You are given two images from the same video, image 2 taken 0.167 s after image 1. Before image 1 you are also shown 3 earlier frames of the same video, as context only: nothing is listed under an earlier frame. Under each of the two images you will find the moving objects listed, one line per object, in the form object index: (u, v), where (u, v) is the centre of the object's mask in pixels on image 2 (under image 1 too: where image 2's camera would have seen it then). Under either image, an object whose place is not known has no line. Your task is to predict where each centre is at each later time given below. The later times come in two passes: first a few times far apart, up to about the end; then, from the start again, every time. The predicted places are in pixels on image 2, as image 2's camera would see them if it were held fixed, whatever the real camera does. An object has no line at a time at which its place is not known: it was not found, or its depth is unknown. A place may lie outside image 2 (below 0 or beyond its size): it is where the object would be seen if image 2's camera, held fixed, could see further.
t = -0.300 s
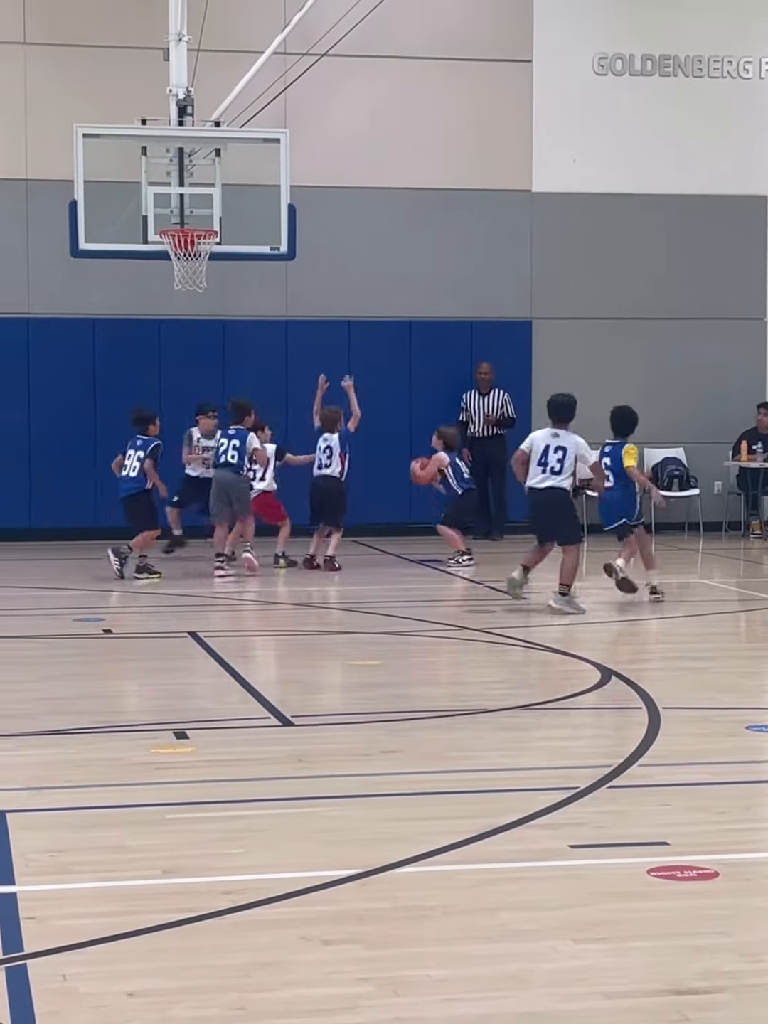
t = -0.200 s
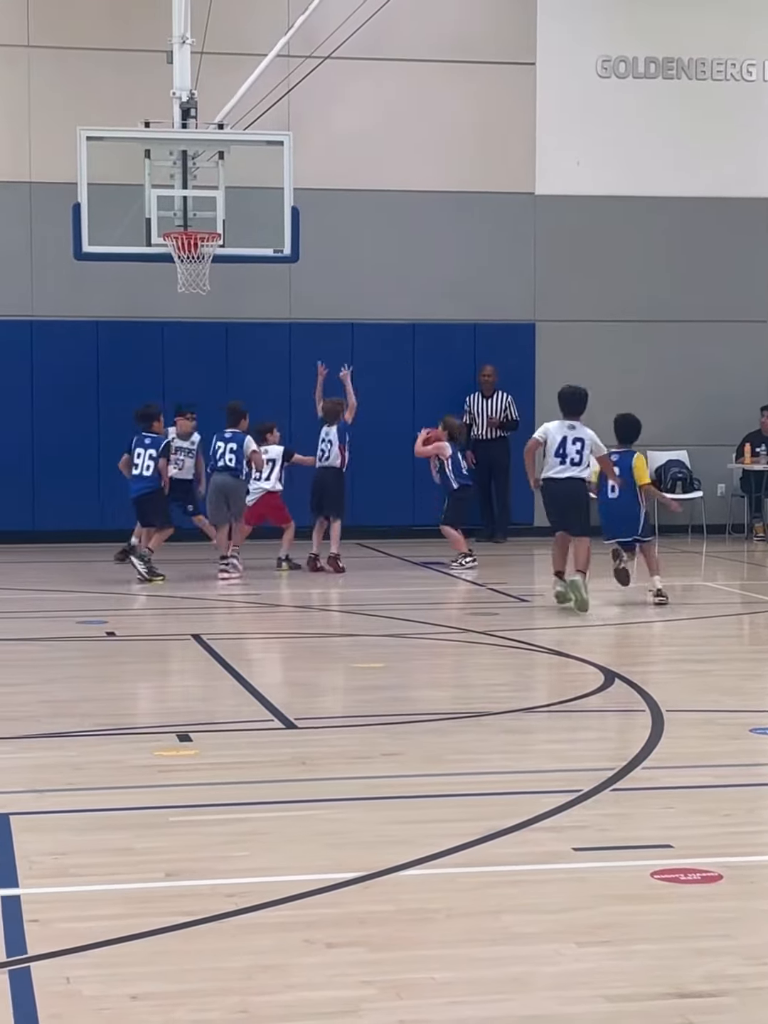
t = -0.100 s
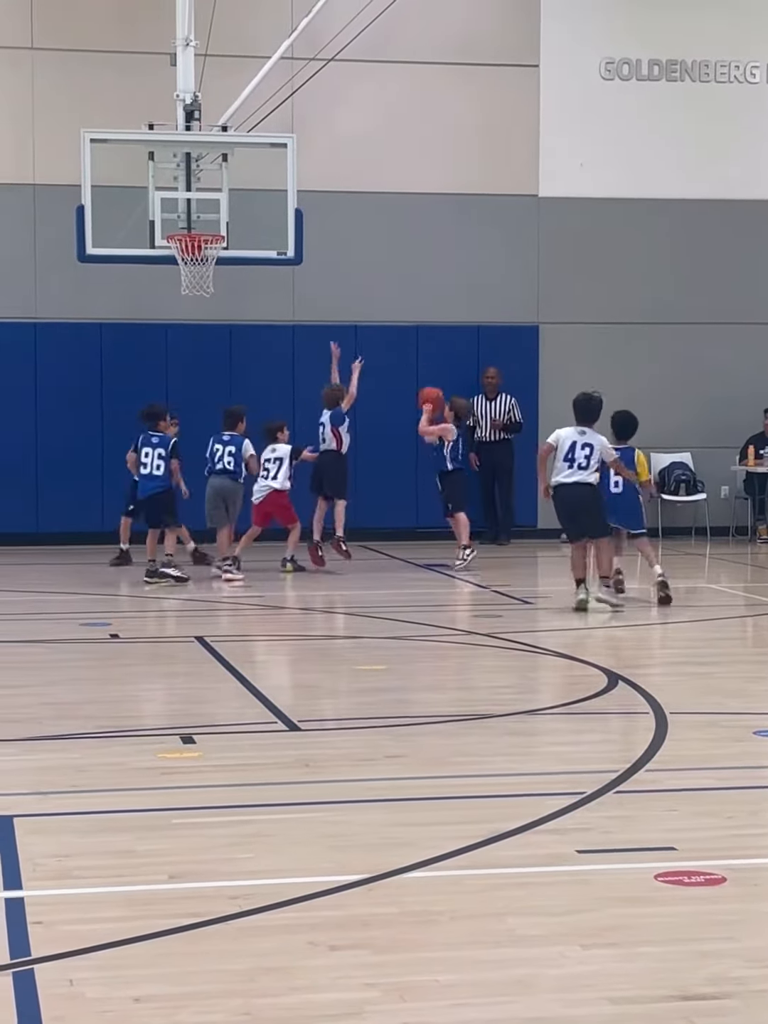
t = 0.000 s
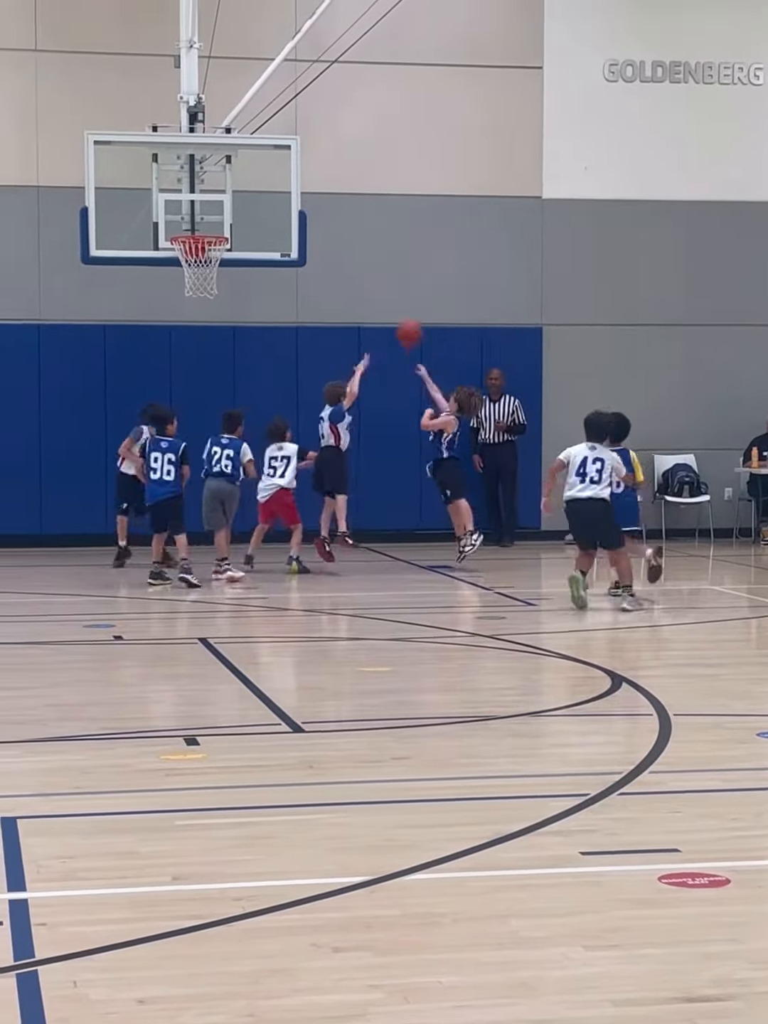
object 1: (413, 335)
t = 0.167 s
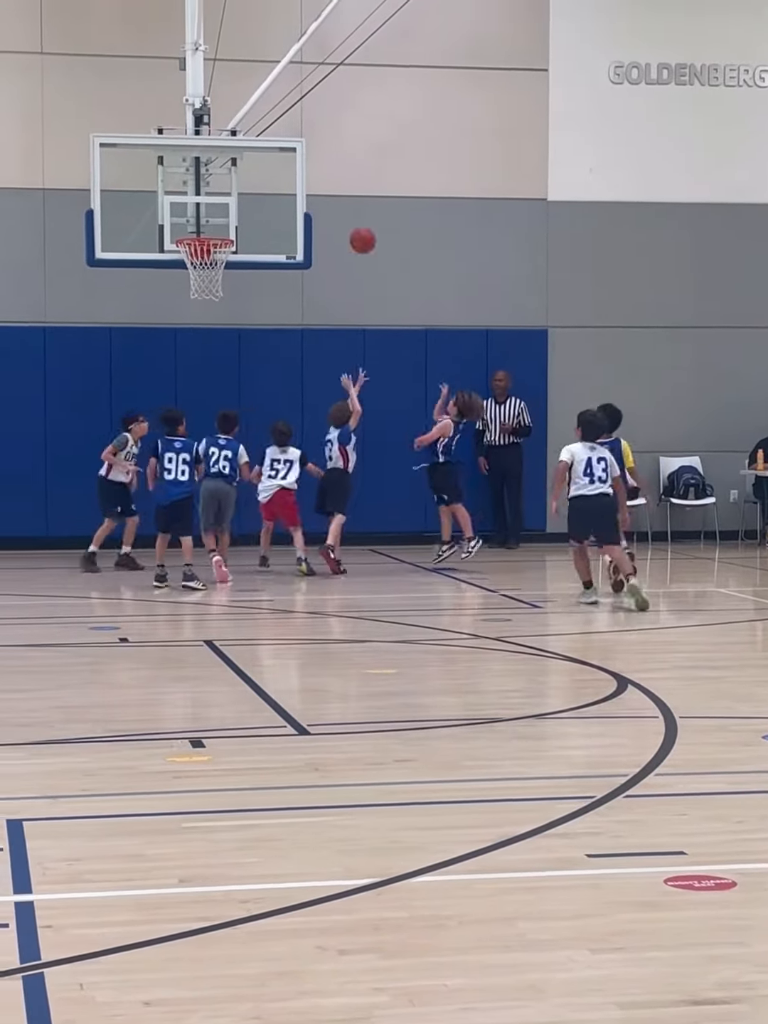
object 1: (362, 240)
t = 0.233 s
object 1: (343, 212)
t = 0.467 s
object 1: (276, 157)
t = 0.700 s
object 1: (229, 156)
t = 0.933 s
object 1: (197, 220)
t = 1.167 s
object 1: (209, 204)
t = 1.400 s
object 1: (225, 233)
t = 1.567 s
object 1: (214, 280)
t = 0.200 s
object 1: (353, 225)
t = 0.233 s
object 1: (343, 212)
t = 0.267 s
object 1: (333, 200)
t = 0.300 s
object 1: (323, 189)
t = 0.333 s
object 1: (314, 181)
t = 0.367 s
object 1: (305, 172)
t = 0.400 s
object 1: (295, 166)
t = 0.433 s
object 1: (285, 161)
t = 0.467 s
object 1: (276, 157)
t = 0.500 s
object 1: (266, 154)
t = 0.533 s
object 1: (257, 152)
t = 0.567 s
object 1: (248, 151)
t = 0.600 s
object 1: (243, 151)
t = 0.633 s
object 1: (238, 150)
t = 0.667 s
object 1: (234, 152)
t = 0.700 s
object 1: (229, 156)
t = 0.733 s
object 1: (225, 161)
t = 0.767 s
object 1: (220, 167)
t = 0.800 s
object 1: (216, 174)
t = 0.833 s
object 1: (212, 183)
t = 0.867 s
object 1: (207, 194)
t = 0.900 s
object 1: (202, 206)
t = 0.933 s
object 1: (197, 220)
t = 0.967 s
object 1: (197, 223)
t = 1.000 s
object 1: (199, 217)
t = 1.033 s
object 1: (201, 211)
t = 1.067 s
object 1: (203, 208)
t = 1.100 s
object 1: (205, 206)
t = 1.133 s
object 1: (207, 204)
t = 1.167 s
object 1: (209, 204)
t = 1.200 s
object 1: (212, 205)
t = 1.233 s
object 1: (214, 208)
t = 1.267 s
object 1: (216, 211)
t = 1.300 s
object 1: (219, 216)
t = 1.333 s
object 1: (221, 223)
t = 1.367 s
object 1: (223, 228)
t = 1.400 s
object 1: (225, 233)
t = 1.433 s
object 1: (224, 236)
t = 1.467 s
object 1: (215, 259)
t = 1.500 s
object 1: (219, 259)
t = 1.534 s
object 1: (215, 270)
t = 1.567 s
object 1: (214, 280)
